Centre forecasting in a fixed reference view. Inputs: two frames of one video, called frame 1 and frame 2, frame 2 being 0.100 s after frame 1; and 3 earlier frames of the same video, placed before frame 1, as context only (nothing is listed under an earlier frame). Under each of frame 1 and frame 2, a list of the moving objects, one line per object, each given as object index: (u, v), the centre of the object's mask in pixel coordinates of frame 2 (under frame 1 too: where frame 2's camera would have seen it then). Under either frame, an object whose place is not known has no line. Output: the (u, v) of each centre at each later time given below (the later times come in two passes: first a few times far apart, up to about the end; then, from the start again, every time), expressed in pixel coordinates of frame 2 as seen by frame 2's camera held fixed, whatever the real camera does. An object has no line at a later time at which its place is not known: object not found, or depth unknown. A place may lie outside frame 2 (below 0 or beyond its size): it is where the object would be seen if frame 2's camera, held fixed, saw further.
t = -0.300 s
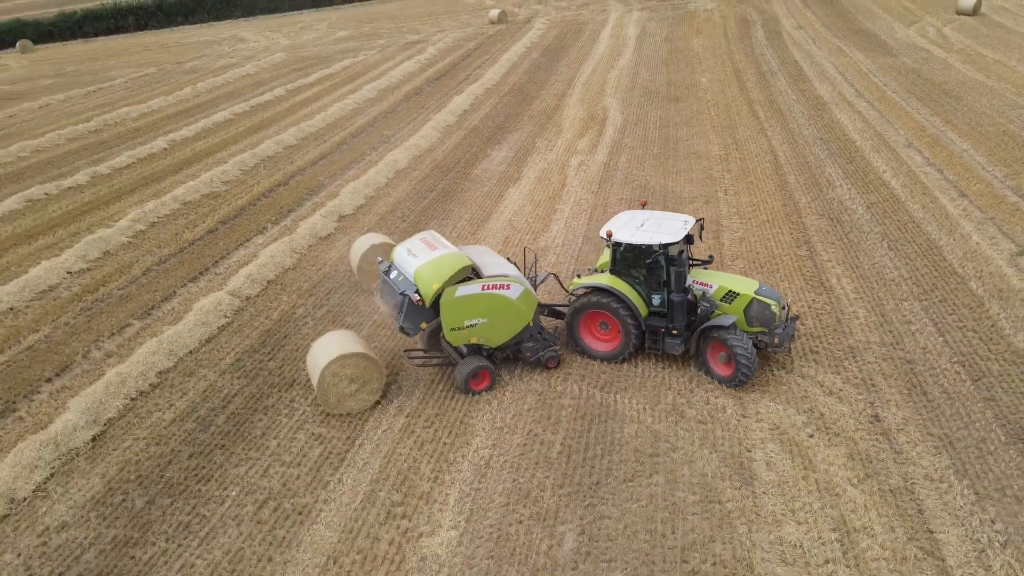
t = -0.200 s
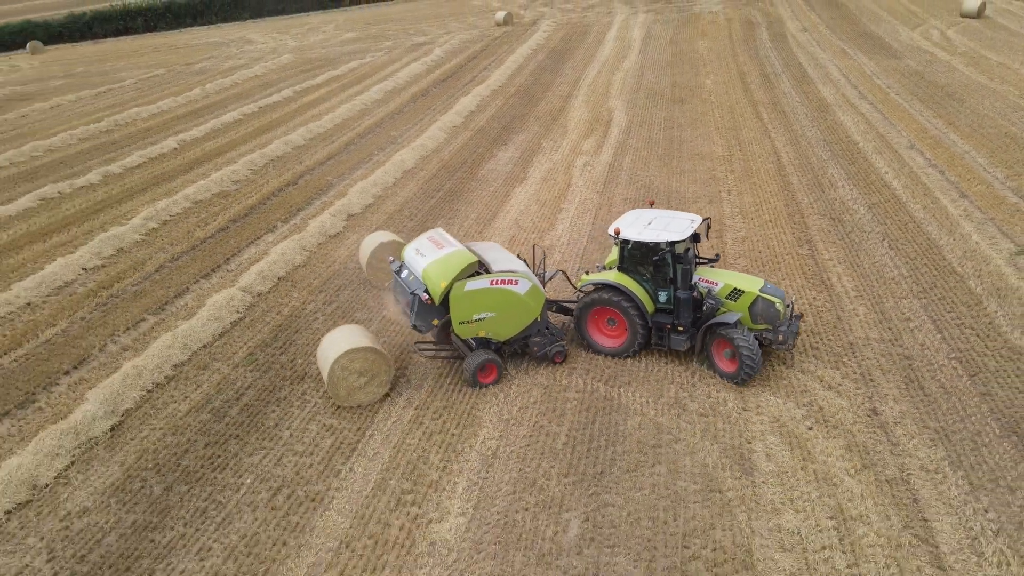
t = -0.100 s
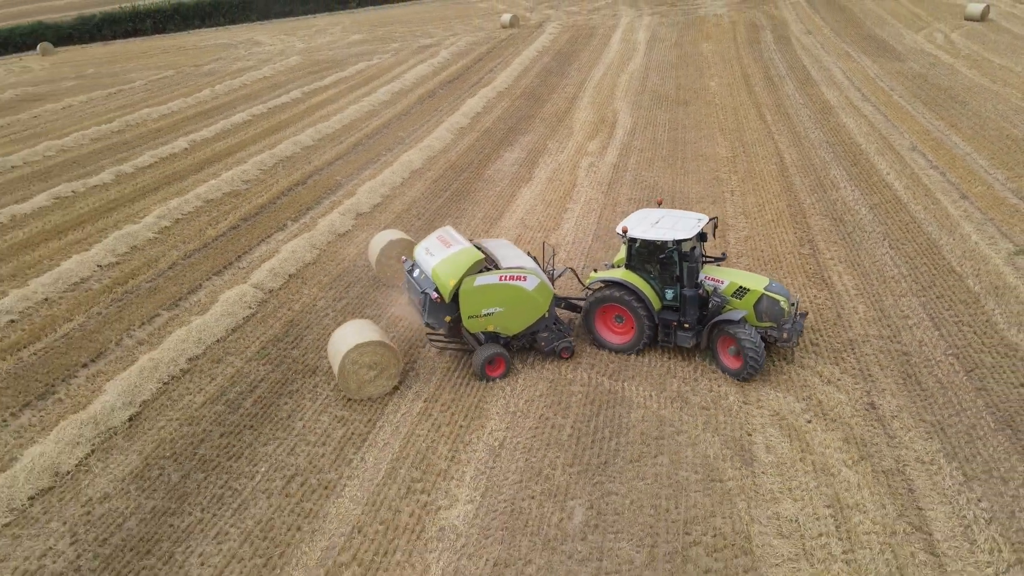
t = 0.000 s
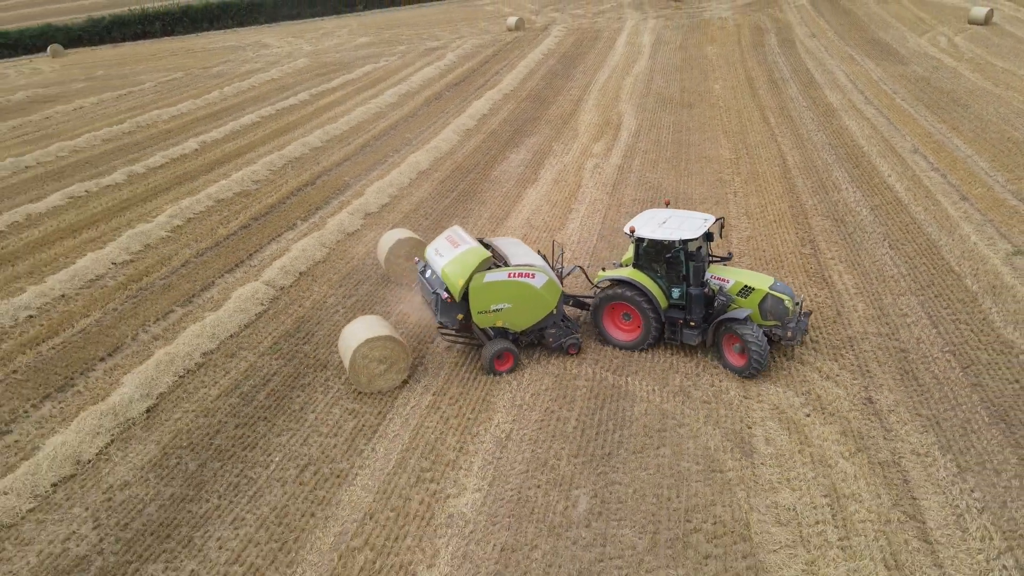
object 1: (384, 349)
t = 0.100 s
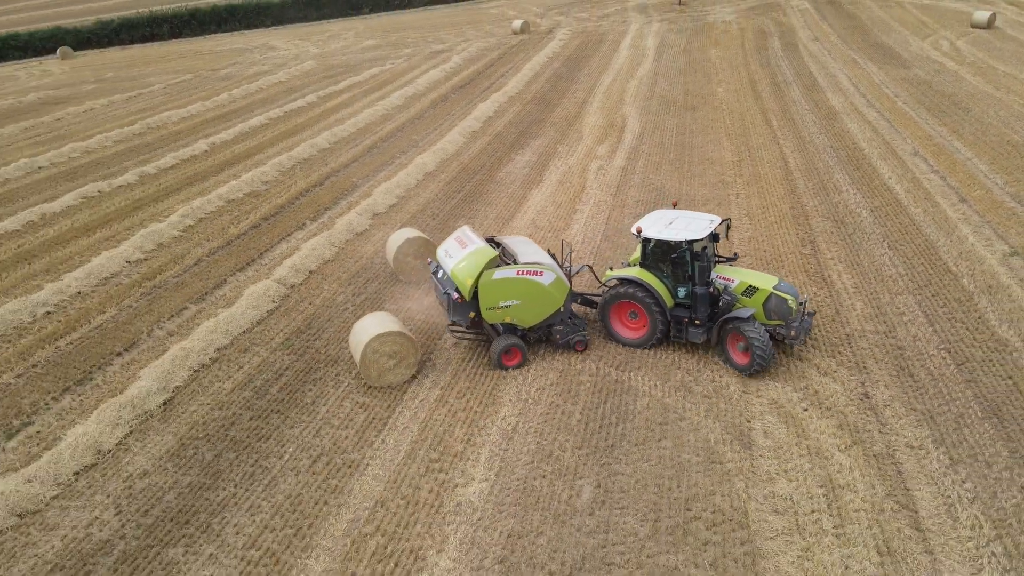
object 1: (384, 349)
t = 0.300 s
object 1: (385, 350)
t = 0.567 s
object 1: (387, 349)
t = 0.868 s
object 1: (390, 348)
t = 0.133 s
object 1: (384, 349)
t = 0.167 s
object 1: (384, 350)
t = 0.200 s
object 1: (384, 349)
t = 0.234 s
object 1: (384, 350)
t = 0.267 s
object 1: (385, 350)
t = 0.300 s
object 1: (385, 350)
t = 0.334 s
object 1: (385, 349)
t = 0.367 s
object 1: (385, 349)
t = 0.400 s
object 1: (386, 349)
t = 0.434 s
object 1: (385, 349)
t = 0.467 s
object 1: (386, 349)
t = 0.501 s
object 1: (386, 349)
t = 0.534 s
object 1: (386, 349)
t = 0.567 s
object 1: (387, 349)
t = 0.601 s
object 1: (387, 349)
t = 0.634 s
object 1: (388, 349)
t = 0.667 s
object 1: (388, 349)
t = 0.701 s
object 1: (388, 349)
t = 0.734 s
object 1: (388, 349)
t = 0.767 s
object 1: (389, 348)
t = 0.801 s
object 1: (389, 348)
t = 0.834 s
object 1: (389, 349)
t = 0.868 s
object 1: (390, 348)
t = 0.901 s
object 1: (390, 348)
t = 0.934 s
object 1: (390, 348)
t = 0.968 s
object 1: (391, 348)
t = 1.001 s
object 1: (391, 348)
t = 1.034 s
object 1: (391, 348)
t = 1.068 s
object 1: (392, 348)
